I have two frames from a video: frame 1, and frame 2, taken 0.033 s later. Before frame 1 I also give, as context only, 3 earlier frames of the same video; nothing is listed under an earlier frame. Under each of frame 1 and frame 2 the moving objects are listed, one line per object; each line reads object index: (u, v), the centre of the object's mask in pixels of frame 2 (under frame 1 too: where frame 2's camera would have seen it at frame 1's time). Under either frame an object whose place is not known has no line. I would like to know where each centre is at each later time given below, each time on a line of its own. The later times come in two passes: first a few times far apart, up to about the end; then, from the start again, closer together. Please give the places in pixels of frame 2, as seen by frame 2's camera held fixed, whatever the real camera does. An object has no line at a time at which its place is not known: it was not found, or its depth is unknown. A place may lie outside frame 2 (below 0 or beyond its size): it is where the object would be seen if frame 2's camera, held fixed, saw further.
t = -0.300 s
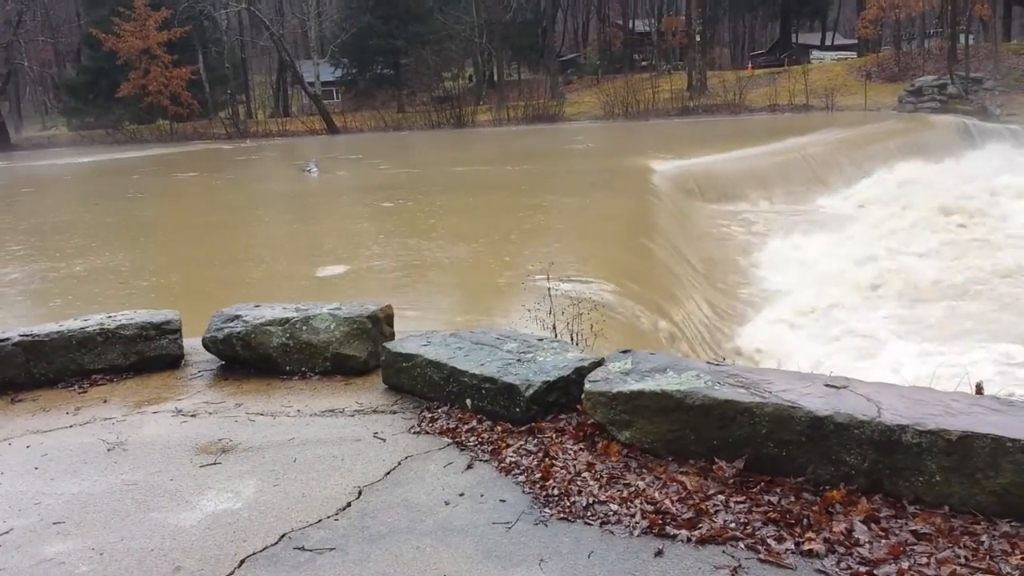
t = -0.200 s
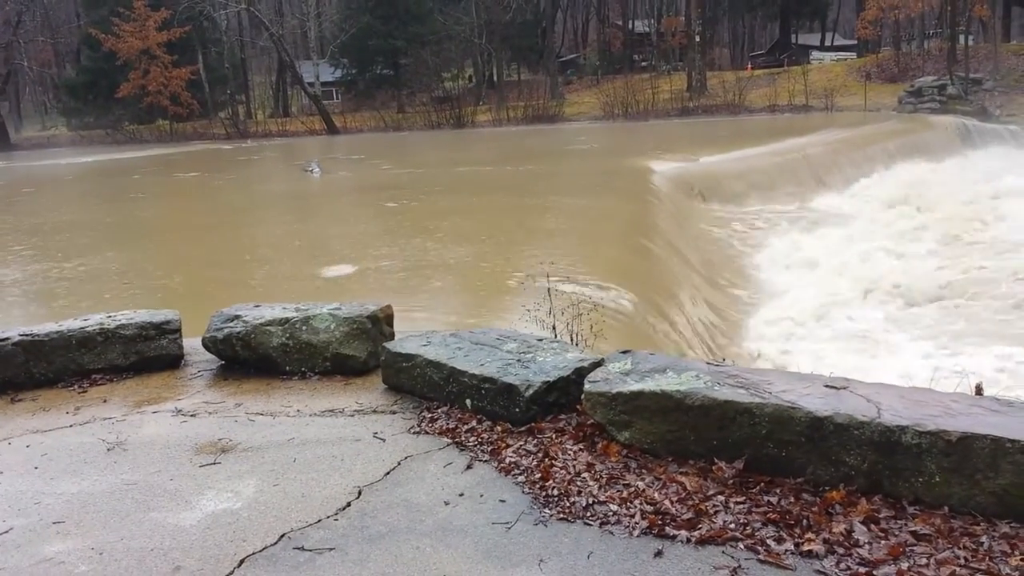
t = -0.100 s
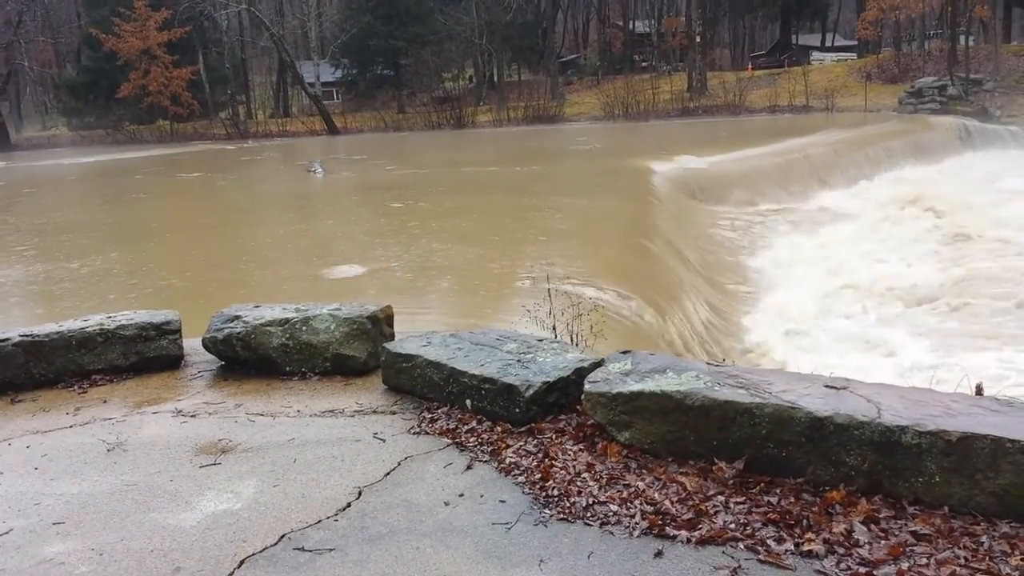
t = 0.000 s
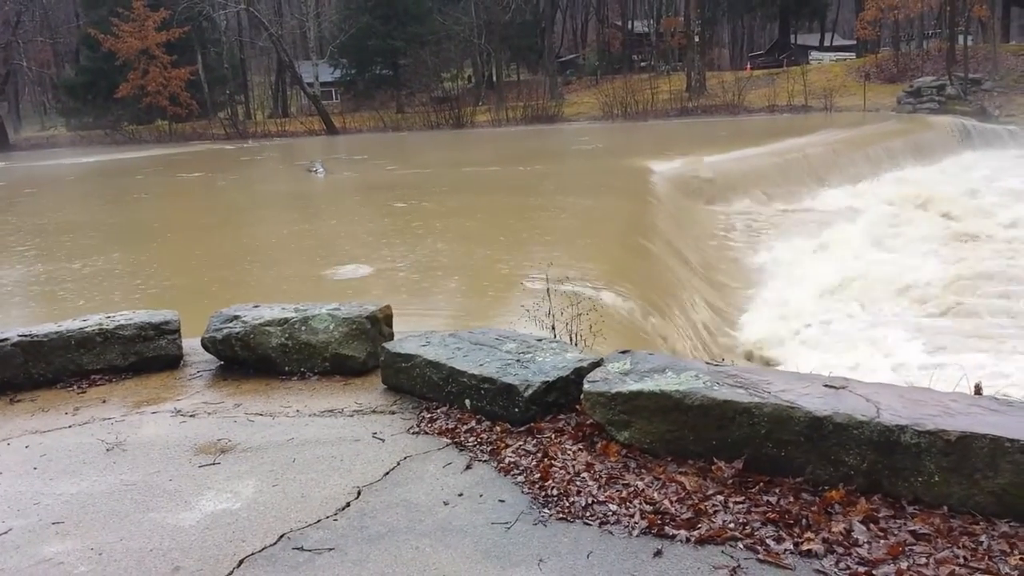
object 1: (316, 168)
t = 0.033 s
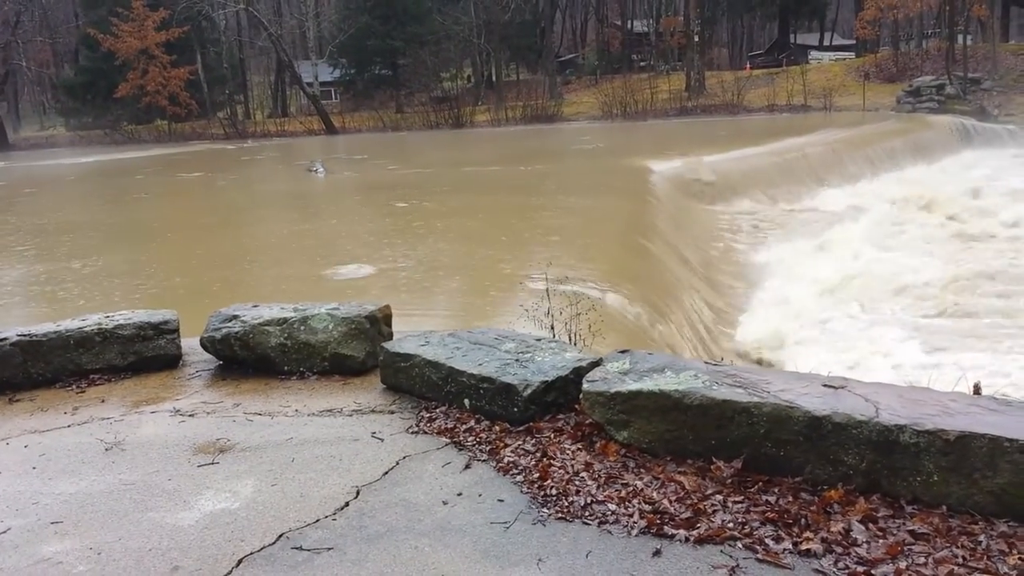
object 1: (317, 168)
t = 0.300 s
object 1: (323, 168)
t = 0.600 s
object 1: (329, 166)
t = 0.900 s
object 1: (332, 167)
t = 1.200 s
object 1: (335, 168)
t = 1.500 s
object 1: (341, 168)
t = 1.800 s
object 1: (346, 167)
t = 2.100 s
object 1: (351, 166)
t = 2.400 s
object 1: (357, 166)
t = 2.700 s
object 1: (363, 167)
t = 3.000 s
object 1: (371, 167)
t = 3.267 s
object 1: (377, 167)
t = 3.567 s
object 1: (385, 167)
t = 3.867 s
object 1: (391, 166)
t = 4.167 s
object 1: (398, 165)
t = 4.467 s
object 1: (407, 166)
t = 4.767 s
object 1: (415, 165)
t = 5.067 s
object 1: (426, 165)
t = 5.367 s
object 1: (434, 165)
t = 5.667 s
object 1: (445, 165)
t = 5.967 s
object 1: (455, 165)
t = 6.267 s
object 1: (464, 164)
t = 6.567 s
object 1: (473, 164)
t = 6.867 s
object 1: (484, 165)
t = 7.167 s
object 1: (493, 165)
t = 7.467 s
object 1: (500, 165)
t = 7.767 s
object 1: (509, 164)
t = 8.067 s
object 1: (519, 164)
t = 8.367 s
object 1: (534, 164)
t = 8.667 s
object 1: (551, 165)
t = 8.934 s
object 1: (569, 165)
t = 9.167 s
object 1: (583, 166)
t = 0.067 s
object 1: (317, 168)
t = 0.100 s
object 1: (318, 168)
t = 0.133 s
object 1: (319, 168)
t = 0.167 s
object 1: (320, 168)
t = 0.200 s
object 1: (321, 168)
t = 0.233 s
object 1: (321, 167)
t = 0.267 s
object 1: (322, 167)
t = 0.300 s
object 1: (323, 168)
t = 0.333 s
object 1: (324, 168)
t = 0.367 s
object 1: (325, 168)
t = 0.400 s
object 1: (325, 167)
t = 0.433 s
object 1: (326, 167)
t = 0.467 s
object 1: (327, 168)
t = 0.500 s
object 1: (327, 167)
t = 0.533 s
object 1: (328, 167)
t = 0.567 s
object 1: (328, 167)
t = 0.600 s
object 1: (329, 166)
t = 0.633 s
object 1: (329, 166)
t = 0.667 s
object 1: (330, 166)
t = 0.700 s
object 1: (330, 166)
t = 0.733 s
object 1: (331, 168)
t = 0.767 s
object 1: (332, 168)
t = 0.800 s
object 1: (331, 166)
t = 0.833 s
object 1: (332, 167)
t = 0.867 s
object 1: (332, 167)
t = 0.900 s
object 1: (332, 167)
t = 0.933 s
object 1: (333, 167)
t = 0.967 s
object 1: (333, 166)
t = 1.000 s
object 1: (332, 166)
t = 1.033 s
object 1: (333, 167)
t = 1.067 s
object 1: (334, 167)
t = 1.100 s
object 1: (334, 167)
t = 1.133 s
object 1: (334, 168)
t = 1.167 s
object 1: (335, 168)
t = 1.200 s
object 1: (335, 168)
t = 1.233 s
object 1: (336, 168)
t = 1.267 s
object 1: (336, 168)
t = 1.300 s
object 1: (338, 168)
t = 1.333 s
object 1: (338, 168)
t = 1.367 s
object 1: (339, 168)
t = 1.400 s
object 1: (339, 168)
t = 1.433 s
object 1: (340, 168)
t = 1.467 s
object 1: (341, 168)
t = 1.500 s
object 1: (341, 168)
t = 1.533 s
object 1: (342, 168)
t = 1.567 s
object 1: (342, 168)
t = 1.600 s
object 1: (343, 169)
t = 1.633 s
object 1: (344, 168)
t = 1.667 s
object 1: (344, 168)
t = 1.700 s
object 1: (345, 167)
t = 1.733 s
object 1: (345, 168)
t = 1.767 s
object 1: (346, 167)
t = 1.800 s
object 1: (346, 167)
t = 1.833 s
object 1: (347, 167)
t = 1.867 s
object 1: (348, 167)
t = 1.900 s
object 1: (348, 167)
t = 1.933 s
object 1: (348, 167)
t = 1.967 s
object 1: (349, 167)
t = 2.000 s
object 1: (349, 166)
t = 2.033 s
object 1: (350, 166)
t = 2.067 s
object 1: (351, 166)
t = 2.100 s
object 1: (351, 166)
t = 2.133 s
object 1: (353, 166)
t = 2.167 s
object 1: (353, 166)
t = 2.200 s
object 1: (354, 165)
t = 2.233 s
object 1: (354, 166)
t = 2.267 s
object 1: (355, 165)
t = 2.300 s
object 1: (356, 165)
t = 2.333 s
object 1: (356, 165)
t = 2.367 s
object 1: (357, 165)
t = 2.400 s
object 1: (357, 166)
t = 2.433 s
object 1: (358, 165)
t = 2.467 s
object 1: (358, 166)
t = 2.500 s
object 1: (359, 166)
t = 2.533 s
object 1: (360, 166)
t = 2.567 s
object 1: (361, 166)
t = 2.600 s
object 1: (362, 166)
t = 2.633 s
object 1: (362, 166)
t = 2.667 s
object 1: (362, 166)
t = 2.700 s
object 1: (363, 167)
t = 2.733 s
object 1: (364, 168)
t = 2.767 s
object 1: (365, 168)
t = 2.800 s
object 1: (366, 168)
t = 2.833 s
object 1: (367, 167)
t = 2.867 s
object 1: (368, 168)
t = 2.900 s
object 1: (369, 167)
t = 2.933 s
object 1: (369, 167)
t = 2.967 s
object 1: (370, 167)
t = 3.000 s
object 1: (371, 167)
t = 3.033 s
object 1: (372, 167)
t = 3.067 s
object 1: (373, 167)
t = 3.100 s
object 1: (373, 167)
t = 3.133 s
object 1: (374, 167)
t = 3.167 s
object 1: (375, 167)
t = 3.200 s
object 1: (376, 167)
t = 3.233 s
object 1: (376, 167)
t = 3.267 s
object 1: (377, 167)
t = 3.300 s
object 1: (378, 166)
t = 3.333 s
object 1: (379, 166)
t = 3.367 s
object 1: (379, 167)
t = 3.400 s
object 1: (381, 167)
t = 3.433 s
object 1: (382, 166)
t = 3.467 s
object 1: (382, 167)
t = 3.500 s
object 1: (383, 167)
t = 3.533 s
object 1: (384, 167)
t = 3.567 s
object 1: (385, 167)
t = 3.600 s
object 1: (386, 167)
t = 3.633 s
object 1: (387, 167)
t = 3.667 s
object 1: (388, 167)
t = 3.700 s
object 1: (388, 167)
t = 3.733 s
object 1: (389, 167)
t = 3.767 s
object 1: (389, 167)
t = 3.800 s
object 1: (390, 166)
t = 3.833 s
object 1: (391, 166)
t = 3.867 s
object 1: (391, 166)
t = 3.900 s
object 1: (392, 166)
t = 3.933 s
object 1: (392, 165)
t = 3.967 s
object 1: (393, 166)
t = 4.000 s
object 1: (393, 166)
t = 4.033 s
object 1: (395, 165)
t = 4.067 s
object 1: (396, 165)
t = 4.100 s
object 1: (396, 166)
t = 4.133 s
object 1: (397, 166)
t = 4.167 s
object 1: (398, 165)
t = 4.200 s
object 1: (399, 166)
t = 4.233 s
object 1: (400, 166)
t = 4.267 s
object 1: (401, 166)
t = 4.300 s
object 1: (402, 166)
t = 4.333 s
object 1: (403, 166)
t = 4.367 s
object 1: (404, 166)
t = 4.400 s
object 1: (405, 166)
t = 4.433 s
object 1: (406, 166)
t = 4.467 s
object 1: (407, 166)
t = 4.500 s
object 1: (408, 166)
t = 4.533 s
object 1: (409, 166)
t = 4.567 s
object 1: (410, 166)
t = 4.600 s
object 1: (411, 166)
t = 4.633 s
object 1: (412, 166)
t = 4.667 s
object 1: (413, 166)
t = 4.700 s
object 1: (414, 166)
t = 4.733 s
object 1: (414, 166)
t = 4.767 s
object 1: (415, 165)
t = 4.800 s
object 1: (416, 165)
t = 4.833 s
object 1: (417, 166)
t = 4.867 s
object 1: (419, 165)
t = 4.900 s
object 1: (420, 165)
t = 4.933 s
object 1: (420, 165)
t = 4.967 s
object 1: (422, 165)
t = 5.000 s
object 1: (423, 165)
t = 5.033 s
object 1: (424, 165)
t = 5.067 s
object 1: (426, 165)
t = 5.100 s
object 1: (426, 166)
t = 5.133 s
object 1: (427, 165)
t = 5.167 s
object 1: (428, 165)
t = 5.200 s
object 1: (429, 165)
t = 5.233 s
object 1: (430, 165)
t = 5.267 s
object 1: (431, 165)
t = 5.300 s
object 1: (432, 165)
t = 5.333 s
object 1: (434, 166)
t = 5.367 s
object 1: (434, 165)
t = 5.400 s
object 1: (436, 165)
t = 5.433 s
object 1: (436, 165)
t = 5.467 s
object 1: (438, 165)
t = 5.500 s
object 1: (439, 165)
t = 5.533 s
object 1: (440, 165)
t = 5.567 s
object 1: (441, 165)
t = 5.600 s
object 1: (442, 165)
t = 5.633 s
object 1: (443, 165)
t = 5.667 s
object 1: (445, 165)
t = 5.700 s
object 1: (445, 164)
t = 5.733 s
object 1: (446, 164)
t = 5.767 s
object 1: (448, 165)
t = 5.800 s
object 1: (449, 165)
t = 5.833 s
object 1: (450, 165)
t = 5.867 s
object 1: (451, 165)
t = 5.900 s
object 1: (452, 165)
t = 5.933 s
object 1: (453, 165)
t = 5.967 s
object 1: (455, 165)
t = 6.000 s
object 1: (456, 165)
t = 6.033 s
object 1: (457, 165)
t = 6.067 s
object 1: (458, 165)
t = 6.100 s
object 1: (459, 165)
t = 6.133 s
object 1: (461, 165)
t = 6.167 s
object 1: (462, 165)
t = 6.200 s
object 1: (462, 165)
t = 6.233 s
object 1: (464, 165)
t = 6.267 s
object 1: (464, 164)
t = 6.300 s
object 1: (465, 164)
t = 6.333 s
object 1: (466, 164)
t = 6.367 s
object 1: (466, 164)
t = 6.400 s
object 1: (469, 164)
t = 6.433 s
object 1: (469, 164)
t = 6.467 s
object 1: (470, 164)
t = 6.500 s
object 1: (471, 164)
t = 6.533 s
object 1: (473, 164)
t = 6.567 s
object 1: (473, 164)
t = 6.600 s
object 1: (474, 164)
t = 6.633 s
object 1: (475, 164)
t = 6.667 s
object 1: (476, 164)
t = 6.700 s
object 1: (478, 164)
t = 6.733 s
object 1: (479, 164)
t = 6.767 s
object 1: (480, 164)
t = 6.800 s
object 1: (480, 164)
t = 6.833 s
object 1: (481, 165)
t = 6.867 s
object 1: (484, 165)
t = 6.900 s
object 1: (485, 165)
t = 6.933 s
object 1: (486, 165)
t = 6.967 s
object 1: (487, 165)
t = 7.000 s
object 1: (487, 165)
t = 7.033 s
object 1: (489, 165)
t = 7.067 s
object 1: (490, 165)
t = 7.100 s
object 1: (491, 165)
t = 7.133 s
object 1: (492, 165)
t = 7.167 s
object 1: (493, 165)
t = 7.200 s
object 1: (495, 165)
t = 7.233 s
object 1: (495, 165)
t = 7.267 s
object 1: (496, 165)
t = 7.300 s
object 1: (497, 165)
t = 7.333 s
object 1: (497, 165)
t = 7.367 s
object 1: (498, 165)
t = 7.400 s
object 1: (500, 165)
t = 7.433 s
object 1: (500, 165)
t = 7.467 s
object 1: (500, 165)
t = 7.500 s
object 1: (502, 165)
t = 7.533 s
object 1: (502, 165)
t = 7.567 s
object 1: (502, 165)
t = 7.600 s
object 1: (503, 165)
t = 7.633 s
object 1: (504, 164)
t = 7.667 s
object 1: (505, 164)
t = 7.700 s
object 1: (507, 164)
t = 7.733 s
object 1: (508, 164)
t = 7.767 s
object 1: (509, 164)
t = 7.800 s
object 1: (509, 164)
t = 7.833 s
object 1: (511, 164)
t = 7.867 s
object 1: (512, 164)
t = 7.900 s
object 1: (512, 164)
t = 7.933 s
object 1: (514, 164)
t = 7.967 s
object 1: (515, 164)
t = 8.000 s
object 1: (517, 164)
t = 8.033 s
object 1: (518, 164)
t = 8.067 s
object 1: (519, 164)
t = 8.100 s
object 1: (520, 164)
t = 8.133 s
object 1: (522, 164)
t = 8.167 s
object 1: (523, 164)
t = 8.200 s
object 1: (526, 164)
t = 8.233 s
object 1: (527, 164)
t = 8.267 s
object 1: (529, 164)
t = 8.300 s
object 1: (530, 164)
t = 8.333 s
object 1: (531, 164)
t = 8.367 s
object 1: (534, 164)
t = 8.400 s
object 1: (536, 164)
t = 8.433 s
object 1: (537, 164)
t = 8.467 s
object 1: (539, 164)
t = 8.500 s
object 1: (540, 165)
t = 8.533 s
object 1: (543, 164)
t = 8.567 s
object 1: (544, 164)
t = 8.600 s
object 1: (548, 165)
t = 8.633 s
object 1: (549, 165)
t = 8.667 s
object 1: (551, 165)
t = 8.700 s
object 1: (553, 165)
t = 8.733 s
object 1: (555, 165)
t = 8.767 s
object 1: (557, 165)
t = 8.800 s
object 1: (559, 165)
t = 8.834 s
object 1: (561, 165)
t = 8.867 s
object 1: (563, 165)
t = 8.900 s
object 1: (565, 165)
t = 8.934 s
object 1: (569, 165)
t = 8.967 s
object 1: (570, 165)
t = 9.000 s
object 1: (571, 165)
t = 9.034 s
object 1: (573, 166)
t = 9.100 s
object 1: (578, 166)
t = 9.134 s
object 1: (581, 166)
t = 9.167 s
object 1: (583, 166)
